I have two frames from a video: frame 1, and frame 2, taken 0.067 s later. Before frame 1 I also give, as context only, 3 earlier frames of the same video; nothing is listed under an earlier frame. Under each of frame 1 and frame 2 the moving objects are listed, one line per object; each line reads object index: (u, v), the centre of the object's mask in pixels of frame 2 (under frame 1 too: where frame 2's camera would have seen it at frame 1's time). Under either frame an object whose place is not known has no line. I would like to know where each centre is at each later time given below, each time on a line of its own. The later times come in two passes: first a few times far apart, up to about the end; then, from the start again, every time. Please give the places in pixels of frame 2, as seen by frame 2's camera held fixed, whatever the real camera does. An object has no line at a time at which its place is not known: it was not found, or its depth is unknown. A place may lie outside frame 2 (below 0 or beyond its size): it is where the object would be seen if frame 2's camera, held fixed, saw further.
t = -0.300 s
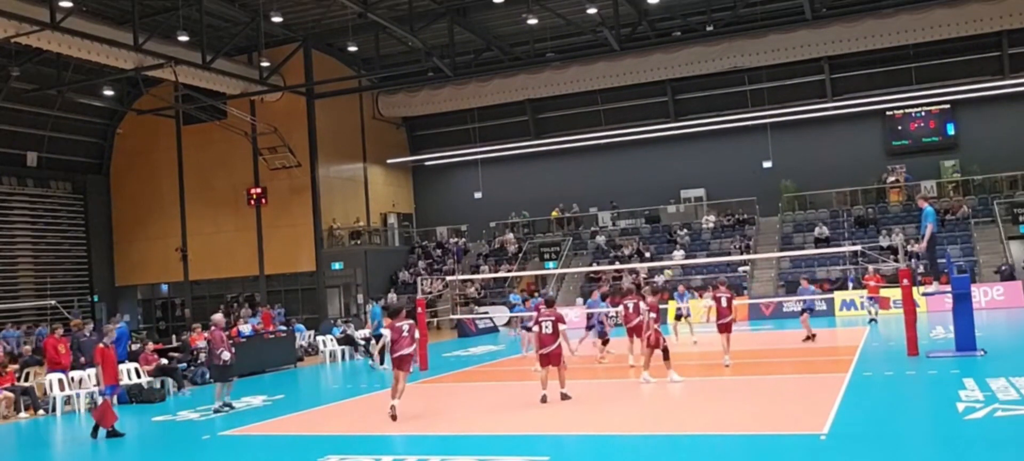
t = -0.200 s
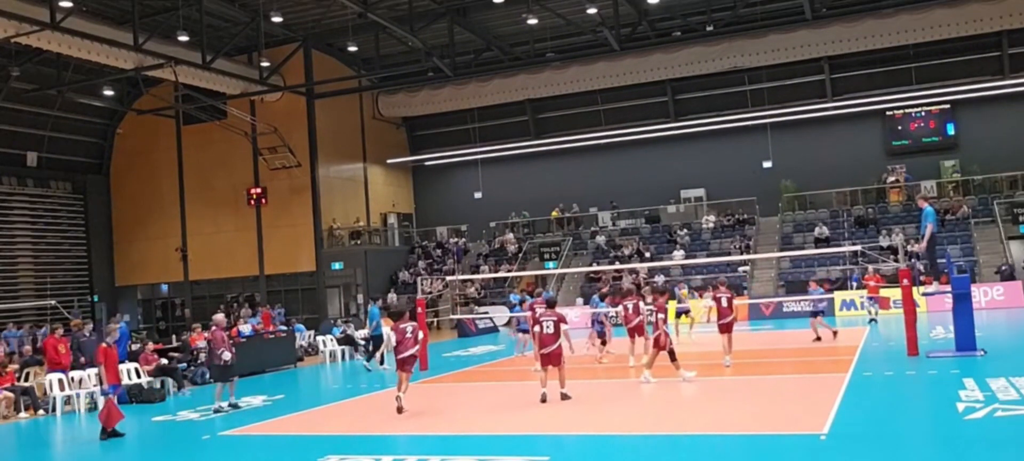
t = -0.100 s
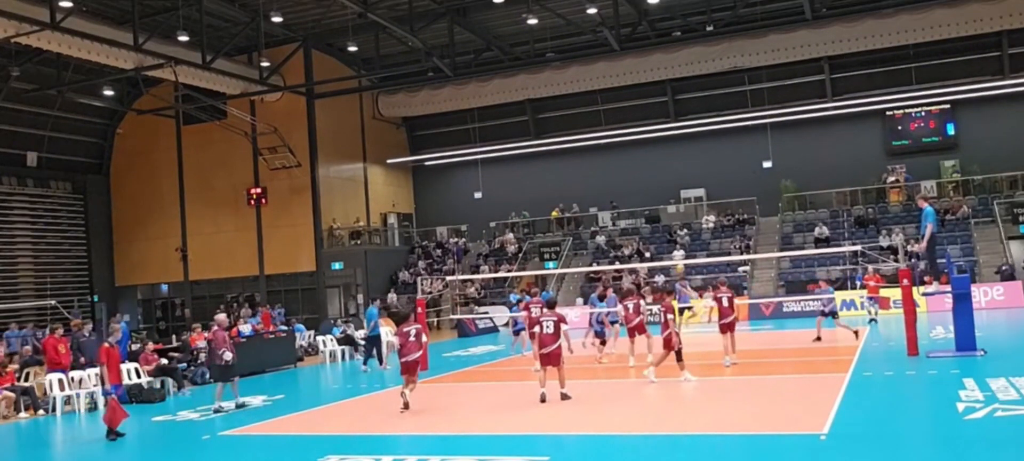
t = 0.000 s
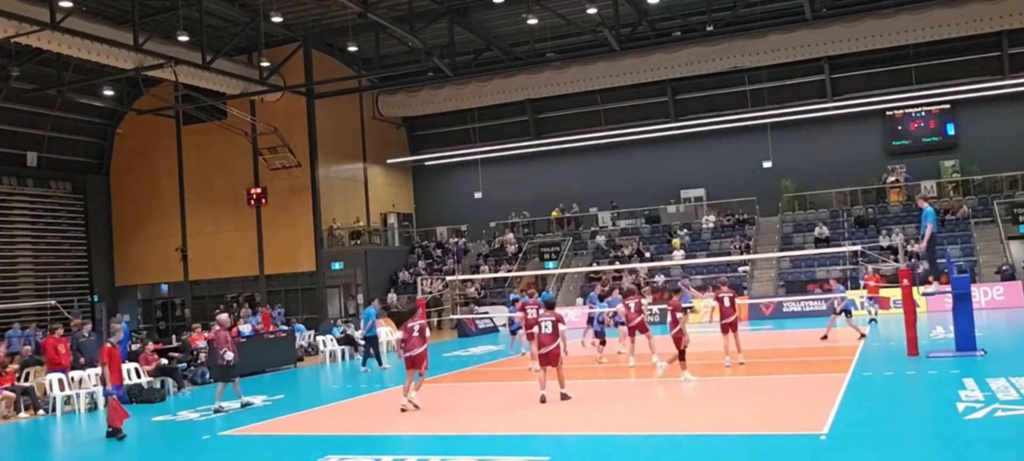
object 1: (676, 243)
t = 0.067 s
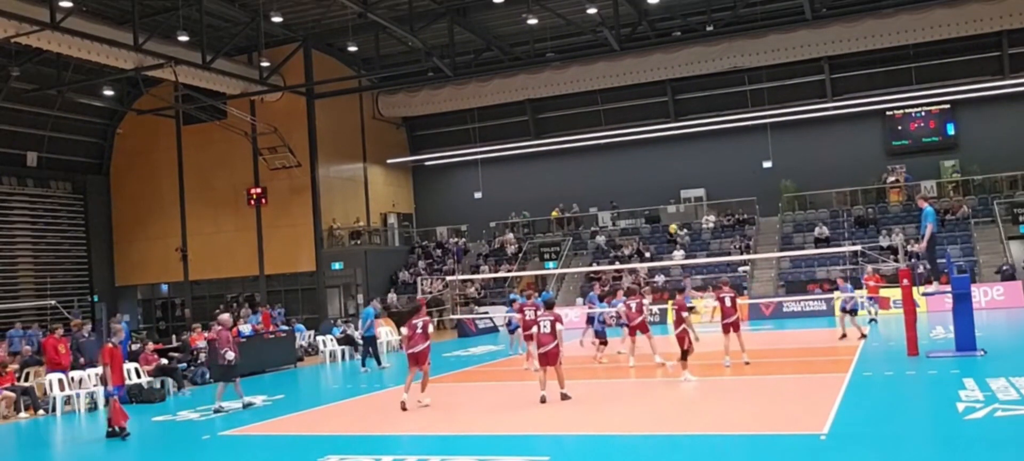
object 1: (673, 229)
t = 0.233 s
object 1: (666, 199)
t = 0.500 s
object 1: (656, 172)
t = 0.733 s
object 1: (649, 170)
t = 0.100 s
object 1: (671, 222)
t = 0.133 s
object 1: (670, 216)
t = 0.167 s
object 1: (668, 210)
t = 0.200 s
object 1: (667, 203)
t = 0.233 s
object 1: (666, 199)
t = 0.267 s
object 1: (665, 194)
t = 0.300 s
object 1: (663, 190)
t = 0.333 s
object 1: (662, 186)
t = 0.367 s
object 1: (661, 182)
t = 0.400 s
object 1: (659, 179)
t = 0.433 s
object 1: (658, 177)
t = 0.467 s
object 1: (657, 174)
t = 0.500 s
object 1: (656, 172)
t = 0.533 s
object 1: (655, 171)
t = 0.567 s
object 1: (654, 170)
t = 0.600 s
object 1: (653, 169)
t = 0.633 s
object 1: (652, 169)
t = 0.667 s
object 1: (651, 169)
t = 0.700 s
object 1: (650, 169)
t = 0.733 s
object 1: (649, 170)
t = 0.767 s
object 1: (648, 171)
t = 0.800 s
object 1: (647, 173)
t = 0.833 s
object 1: (647, 176)
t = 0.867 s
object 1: (646, 178)
